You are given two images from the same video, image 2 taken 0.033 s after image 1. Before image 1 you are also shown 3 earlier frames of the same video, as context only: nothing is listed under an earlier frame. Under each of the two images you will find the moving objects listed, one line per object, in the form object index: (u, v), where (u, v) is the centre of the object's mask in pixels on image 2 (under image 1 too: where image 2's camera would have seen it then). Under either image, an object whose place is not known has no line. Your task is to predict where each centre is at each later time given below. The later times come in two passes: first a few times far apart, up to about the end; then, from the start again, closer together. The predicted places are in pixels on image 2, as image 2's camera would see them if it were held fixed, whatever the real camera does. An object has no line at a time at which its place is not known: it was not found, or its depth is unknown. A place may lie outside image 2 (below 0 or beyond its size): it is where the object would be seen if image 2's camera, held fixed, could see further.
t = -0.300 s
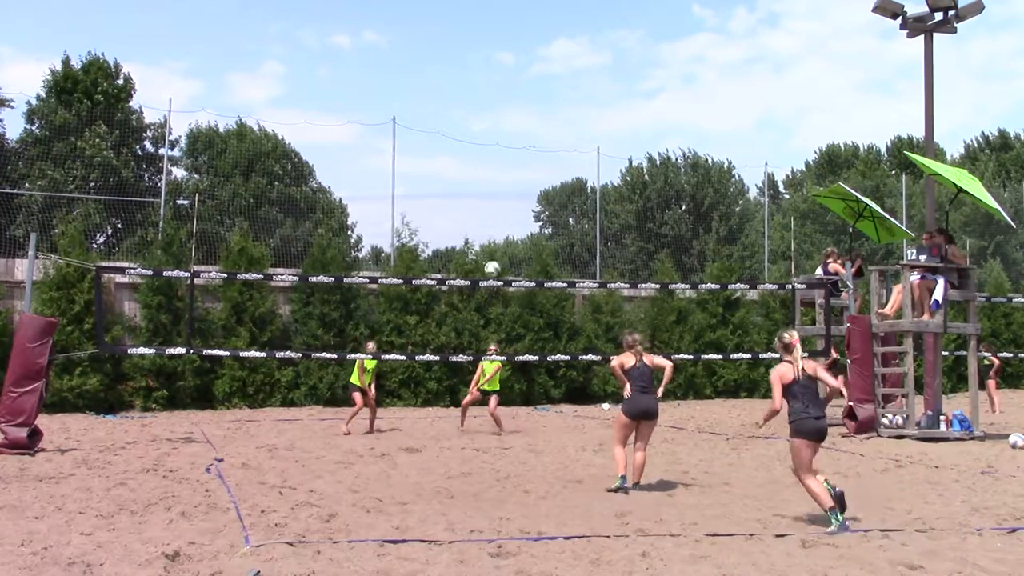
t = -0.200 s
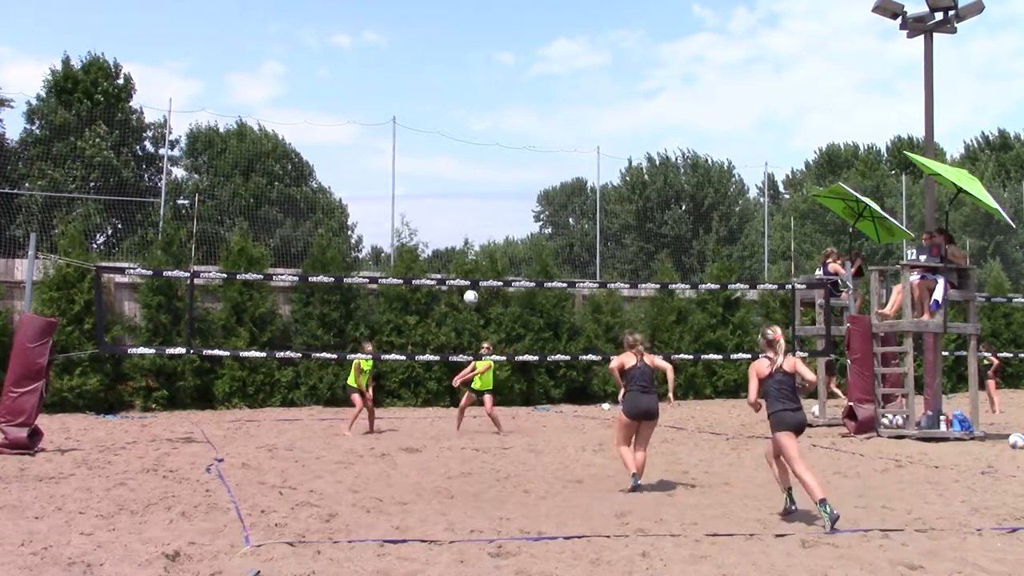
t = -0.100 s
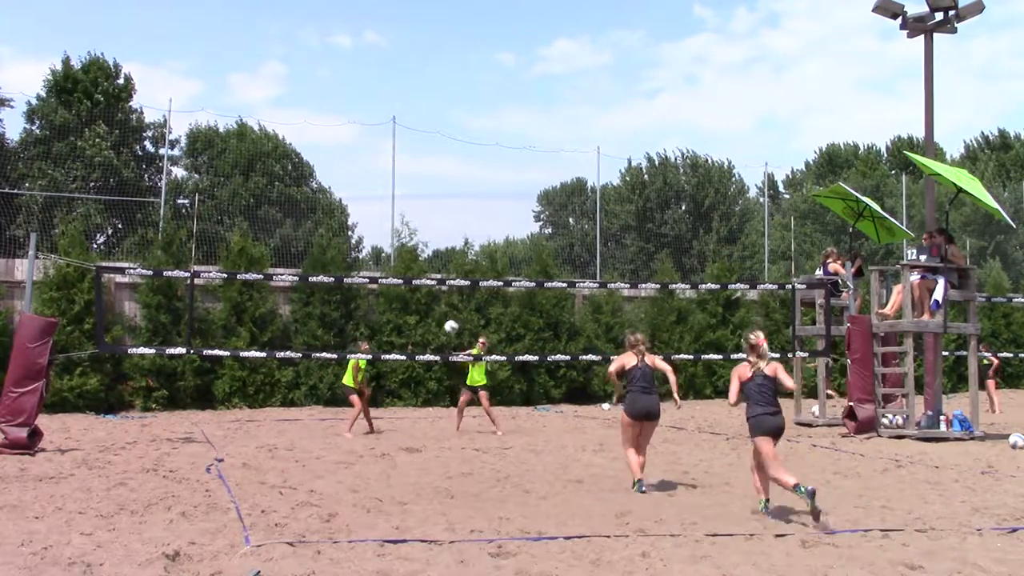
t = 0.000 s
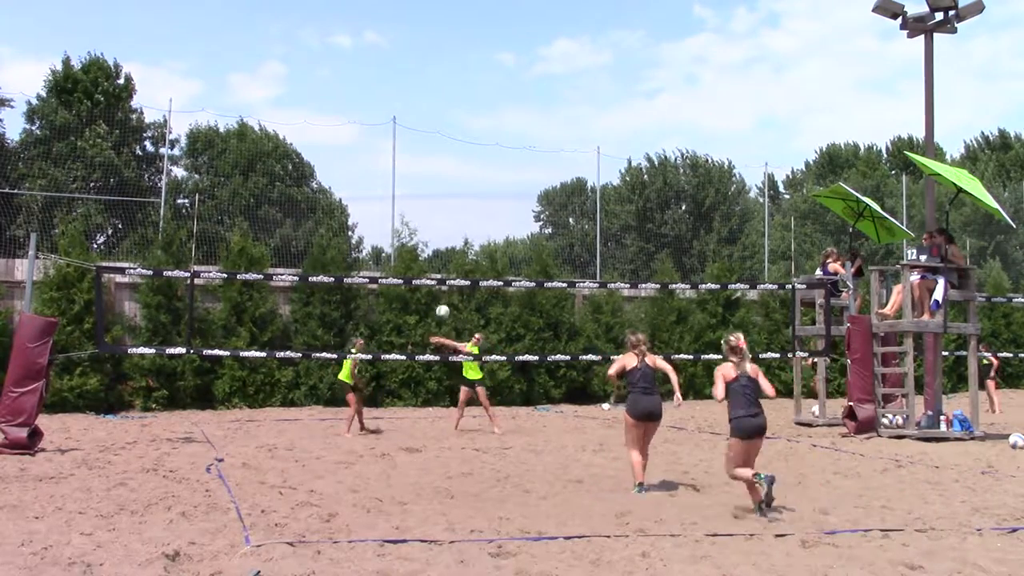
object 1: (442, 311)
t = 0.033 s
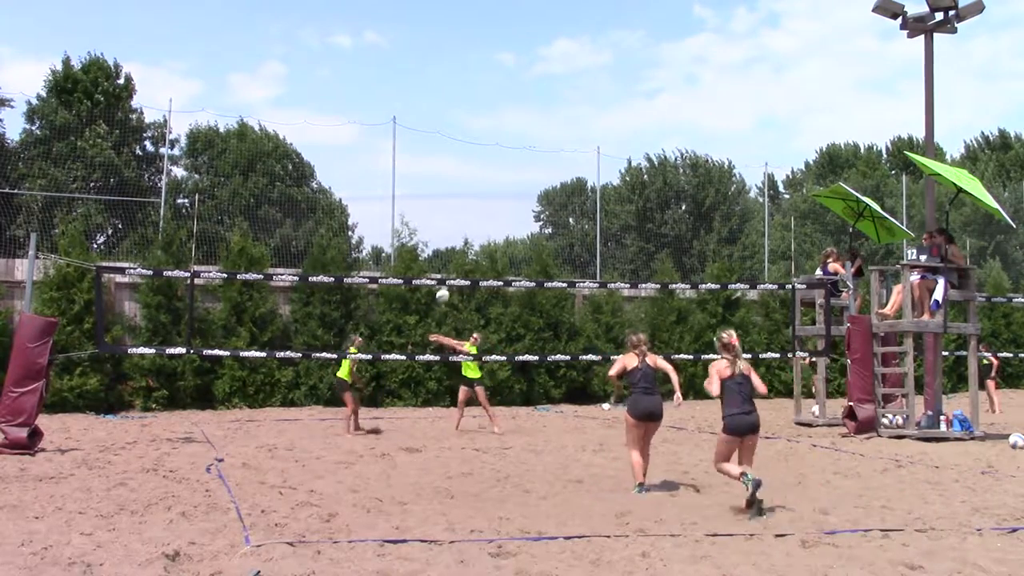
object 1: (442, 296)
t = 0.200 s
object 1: (441, 229)
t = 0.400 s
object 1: (438, 177)
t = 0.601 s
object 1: (434, 148)
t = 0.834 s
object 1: (428, 144)
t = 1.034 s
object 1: (423, 162)
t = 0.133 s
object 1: (442, 252)
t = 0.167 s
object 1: (442, 242)
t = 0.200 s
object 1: (441, 229)
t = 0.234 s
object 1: (441, 220)
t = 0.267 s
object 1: (441, 210)
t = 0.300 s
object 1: (440, 201)
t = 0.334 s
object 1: (439, 192)
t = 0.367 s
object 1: (439, 184)
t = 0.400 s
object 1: (438, 177)
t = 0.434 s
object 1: (438, 171)
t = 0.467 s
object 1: (438, 165)
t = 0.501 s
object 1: (436, 160)
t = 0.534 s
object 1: (436, 156)
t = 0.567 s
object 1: (435, 152)
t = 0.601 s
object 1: (434, 148)
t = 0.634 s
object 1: (433, 146)
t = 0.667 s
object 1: (432, 144)
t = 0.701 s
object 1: (432, 143)
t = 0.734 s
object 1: (431, 142)
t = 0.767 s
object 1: (430, 142)
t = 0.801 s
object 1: (429, 142)
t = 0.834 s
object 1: (428, 144)
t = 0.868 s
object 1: (427, 145)
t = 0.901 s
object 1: (427, 147)
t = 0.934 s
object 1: (426, 150)
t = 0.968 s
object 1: (426, 156)
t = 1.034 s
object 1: (423, 162)
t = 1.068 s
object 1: (422, 167)
